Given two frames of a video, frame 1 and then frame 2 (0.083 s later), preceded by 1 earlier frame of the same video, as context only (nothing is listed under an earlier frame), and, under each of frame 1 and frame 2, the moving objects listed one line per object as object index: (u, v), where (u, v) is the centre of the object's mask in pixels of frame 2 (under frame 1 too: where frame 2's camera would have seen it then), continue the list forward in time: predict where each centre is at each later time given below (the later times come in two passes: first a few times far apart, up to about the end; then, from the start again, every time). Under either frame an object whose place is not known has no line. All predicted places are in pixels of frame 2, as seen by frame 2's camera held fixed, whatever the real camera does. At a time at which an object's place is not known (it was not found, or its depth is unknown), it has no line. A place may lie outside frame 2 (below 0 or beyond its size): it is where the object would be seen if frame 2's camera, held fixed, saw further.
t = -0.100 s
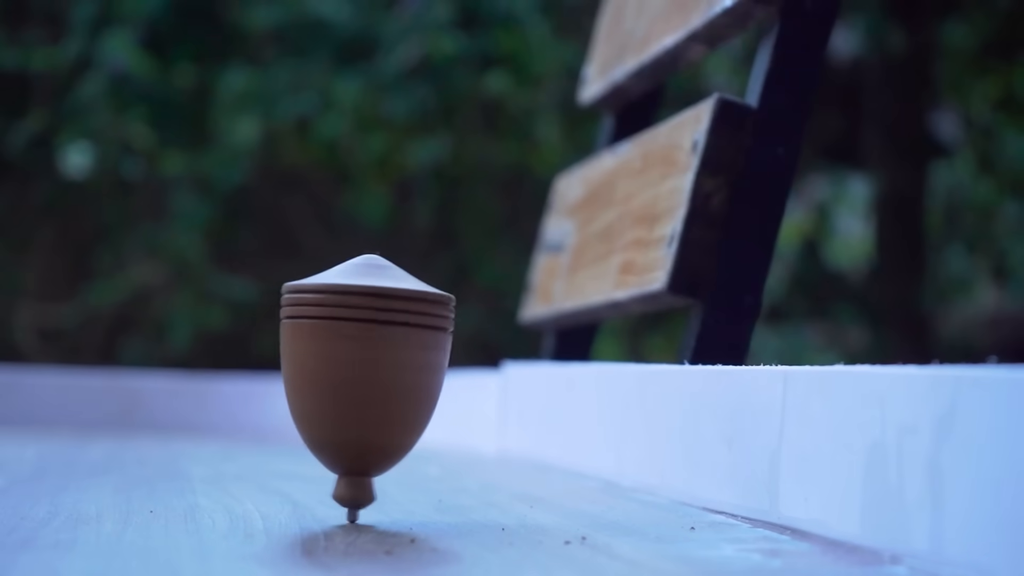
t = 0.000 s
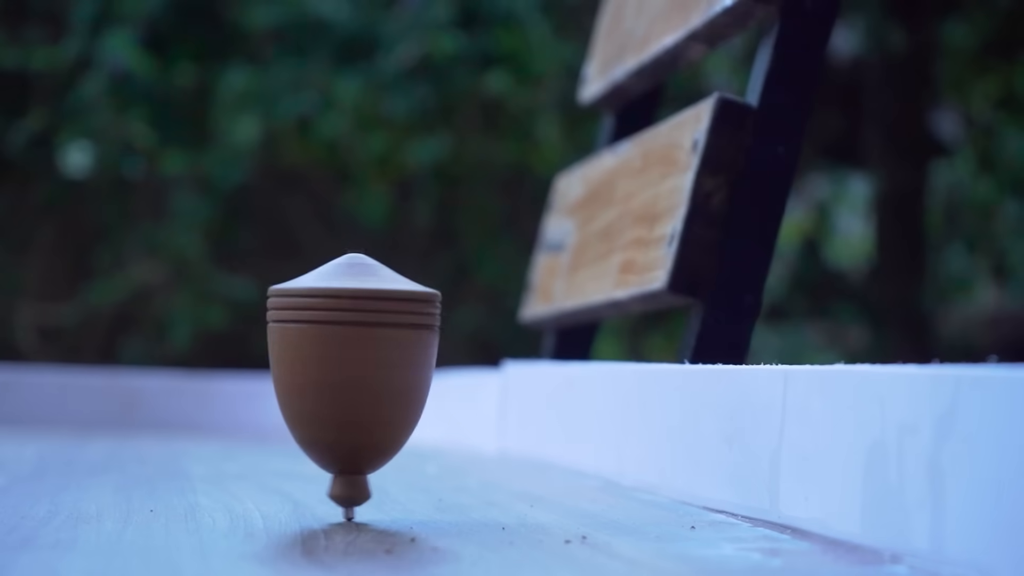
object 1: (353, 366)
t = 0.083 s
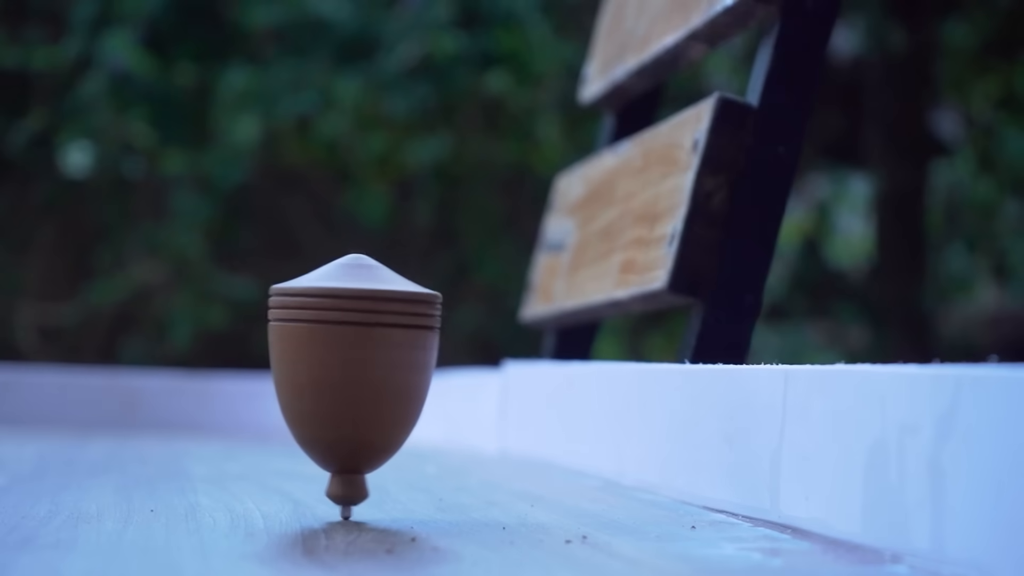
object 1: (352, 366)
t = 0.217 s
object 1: (359, 366)
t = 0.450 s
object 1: (384, 366)
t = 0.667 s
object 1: (405, 367)
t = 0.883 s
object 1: (404, 367)
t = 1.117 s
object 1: (374, 367)
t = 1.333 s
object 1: (349, 366)
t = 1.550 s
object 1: (344, 366)
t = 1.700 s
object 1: (358, 366)
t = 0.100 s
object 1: (354, 366)
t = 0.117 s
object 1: (352, 366)
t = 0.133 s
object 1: (355, 366)
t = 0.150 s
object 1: (354, 366)
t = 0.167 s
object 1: (355, 365)
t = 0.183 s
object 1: (356, 366)
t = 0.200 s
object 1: (355, 365)
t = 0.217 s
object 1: (359, 366)
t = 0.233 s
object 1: (358, 366)
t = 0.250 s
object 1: (362, 366)
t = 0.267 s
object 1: (363, 366)
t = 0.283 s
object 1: (364, 365)
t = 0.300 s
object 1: (367, 366)
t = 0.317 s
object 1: (366, 365)
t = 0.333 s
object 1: (370, 366)
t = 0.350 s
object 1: (369, 366)
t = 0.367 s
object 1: (372, 365)
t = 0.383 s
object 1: (374, 366)
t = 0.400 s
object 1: (375, 365)
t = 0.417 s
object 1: (379, 366)
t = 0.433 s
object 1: (379, 366)
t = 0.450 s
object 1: (384, 366)
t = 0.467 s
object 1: (385, 366)
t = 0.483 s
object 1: (388, 365)
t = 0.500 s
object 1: (391, 366)
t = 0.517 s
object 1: (391, 366)
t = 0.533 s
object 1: (395, 366)
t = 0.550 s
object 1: (394, 366)
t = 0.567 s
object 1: (398, 366)
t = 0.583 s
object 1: (398, 367)
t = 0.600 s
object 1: (399, 366)
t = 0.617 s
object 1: (402, 366)
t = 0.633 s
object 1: (402, 366)
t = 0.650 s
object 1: (405, 366)
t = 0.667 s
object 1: (405, 367)
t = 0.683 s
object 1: (407, 366)
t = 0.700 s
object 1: (408, 367)
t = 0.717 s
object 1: (407, 366)
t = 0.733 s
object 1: (410, 367)
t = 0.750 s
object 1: (407, 367)
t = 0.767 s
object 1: (409, 367)
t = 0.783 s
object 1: (407, 367)
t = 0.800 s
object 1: (407, 367)
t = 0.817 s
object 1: (408, 367)
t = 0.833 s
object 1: (405, 367)
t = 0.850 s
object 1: (407, 367)
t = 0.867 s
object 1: (404, 367)
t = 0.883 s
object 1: (404, 367)
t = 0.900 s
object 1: (403, 366)
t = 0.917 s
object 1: (400, 367)
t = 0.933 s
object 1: (401, 367)
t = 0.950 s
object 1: (396, 367)
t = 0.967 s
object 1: (396, 367)
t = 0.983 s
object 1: (393, 366)
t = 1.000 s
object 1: (390, 367)
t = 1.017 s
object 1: (390, 366)
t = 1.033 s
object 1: (385, 367)
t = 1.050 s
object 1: (385, 367)
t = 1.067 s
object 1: (380, 366)
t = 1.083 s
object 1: (379, 367)
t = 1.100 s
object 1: (377, 366)
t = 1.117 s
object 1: (374, 367)
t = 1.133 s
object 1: (374, 366)
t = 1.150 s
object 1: (369, 367)
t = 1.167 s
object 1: (369, 367)
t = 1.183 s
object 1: (366, 366)
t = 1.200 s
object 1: (363, 367)
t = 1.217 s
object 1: (363, 366)
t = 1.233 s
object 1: (358, 367)
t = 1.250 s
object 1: (358, 367)
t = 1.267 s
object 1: (354, 366)
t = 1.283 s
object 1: (353, 367)
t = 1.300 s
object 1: (352, 366)
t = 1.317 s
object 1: (348, 366)
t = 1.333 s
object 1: (349, 366)
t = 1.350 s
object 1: (345, 366)
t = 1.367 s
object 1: (345, 366)
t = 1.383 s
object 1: (344, 366)
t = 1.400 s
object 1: (343, 366)
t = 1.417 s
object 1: (344, 366)
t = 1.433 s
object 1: (342, 366)
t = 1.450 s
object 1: (344, 366)
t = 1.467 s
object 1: (343, 366)
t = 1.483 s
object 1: (343, 366)
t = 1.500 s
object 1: (345, 366)
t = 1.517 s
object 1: (343, 366)
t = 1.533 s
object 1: (345, 367)
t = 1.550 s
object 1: (344, 366)
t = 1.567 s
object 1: (345, 366)
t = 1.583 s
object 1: (346, 366)
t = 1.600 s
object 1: (346, 366)
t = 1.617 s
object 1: (349, 366)
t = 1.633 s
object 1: (349, 366)
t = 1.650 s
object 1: (352, 366)
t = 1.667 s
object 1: (353, 366)
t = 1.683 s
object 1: (354, 365)
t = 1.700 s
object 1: (358, 366)
